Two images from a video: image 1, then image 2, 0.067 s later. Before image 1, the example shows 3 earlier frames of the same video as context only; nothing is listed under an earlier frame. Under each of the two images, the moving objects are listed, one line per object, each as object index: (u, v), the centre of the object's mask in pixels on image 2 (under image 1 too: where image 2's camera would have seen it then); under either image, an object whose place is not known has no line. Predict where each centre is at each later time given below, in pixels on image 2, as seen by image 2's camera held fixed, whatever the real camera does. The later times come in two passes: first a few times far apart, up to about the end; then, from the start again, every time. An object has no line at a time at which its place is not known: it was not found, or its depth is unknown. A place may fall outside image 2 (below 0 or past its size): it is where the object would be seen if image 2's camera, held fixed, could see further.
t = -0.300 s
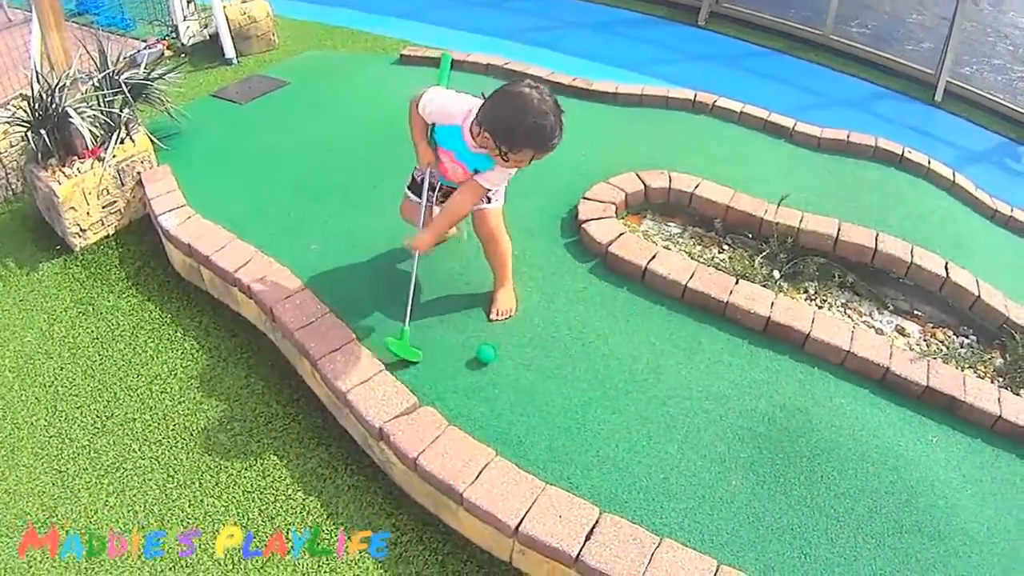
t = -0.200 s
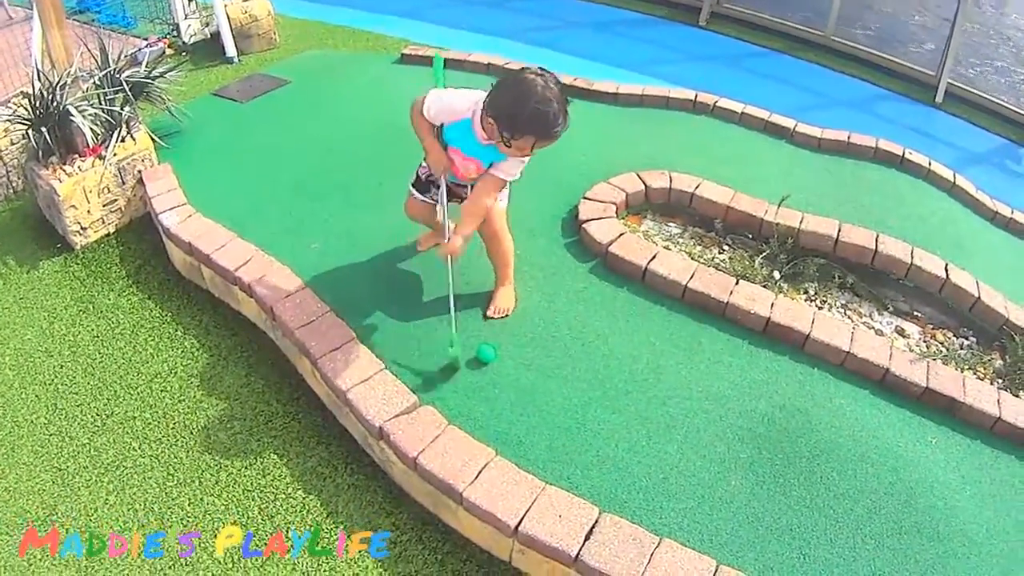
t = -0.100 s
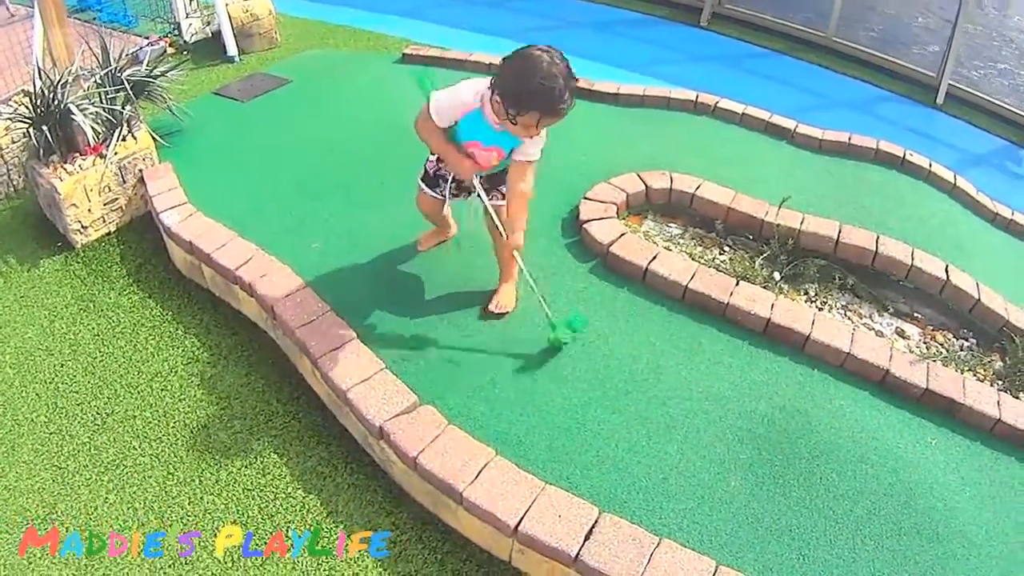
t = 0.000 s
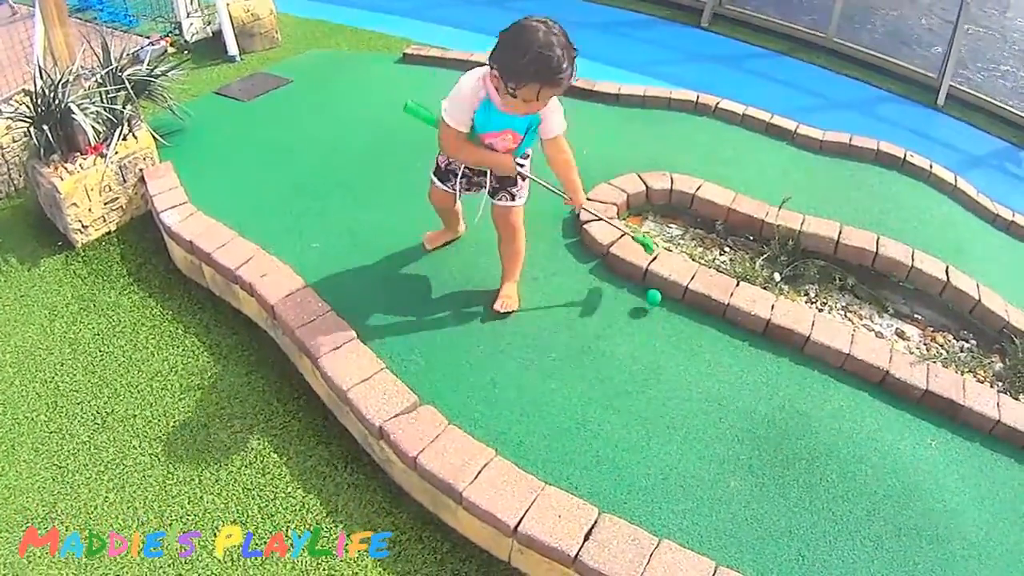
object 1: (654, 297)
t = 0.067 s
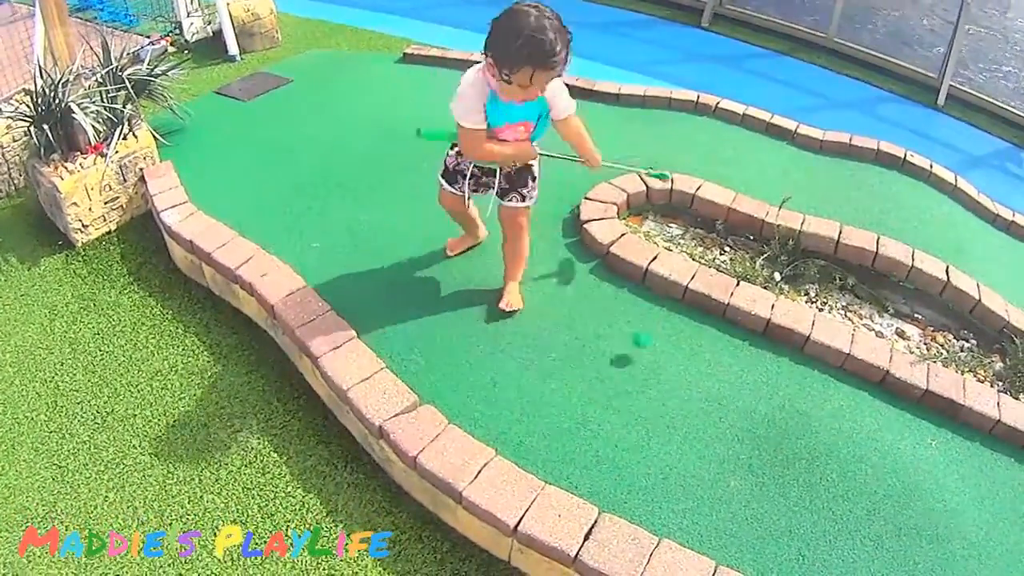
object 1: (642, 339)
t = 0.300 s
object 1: (601, 488)
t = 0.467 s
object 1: (627, 401)
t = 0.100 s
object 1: (632, 369)
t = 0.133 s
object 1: (624, 399)
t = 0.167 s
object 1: (618, 416)
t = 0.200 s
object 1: (614, 434)
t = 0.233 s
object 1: (605, 464)
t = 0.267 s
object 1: (599, 494)
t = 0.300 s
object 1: (601, 488)
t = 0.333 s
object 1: (608, 465)
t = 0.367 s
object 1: (615, 443)
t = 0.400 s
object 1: (618, 426)
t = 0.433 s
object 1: (624, 412)
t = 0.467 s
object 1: (627, 401)
